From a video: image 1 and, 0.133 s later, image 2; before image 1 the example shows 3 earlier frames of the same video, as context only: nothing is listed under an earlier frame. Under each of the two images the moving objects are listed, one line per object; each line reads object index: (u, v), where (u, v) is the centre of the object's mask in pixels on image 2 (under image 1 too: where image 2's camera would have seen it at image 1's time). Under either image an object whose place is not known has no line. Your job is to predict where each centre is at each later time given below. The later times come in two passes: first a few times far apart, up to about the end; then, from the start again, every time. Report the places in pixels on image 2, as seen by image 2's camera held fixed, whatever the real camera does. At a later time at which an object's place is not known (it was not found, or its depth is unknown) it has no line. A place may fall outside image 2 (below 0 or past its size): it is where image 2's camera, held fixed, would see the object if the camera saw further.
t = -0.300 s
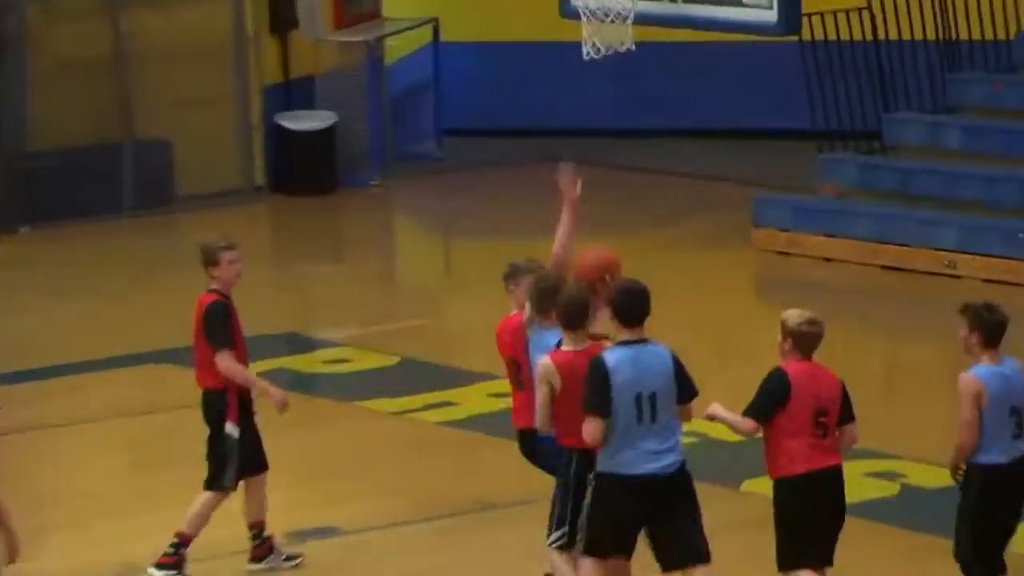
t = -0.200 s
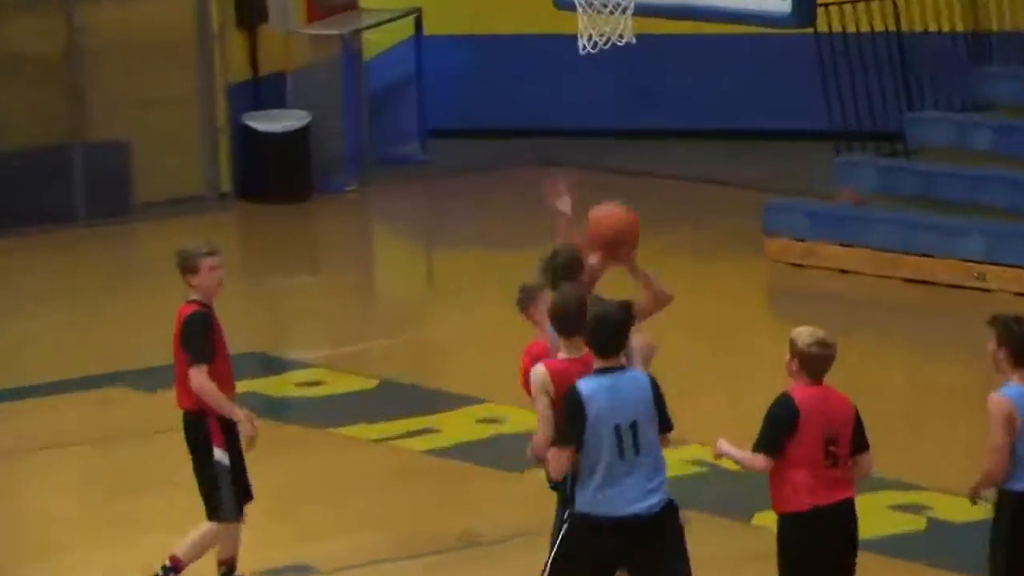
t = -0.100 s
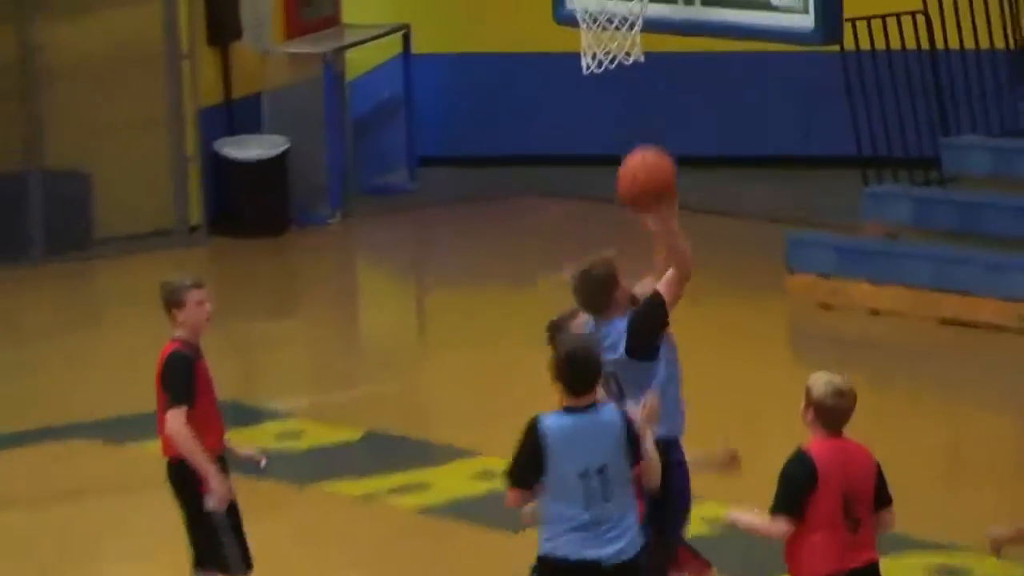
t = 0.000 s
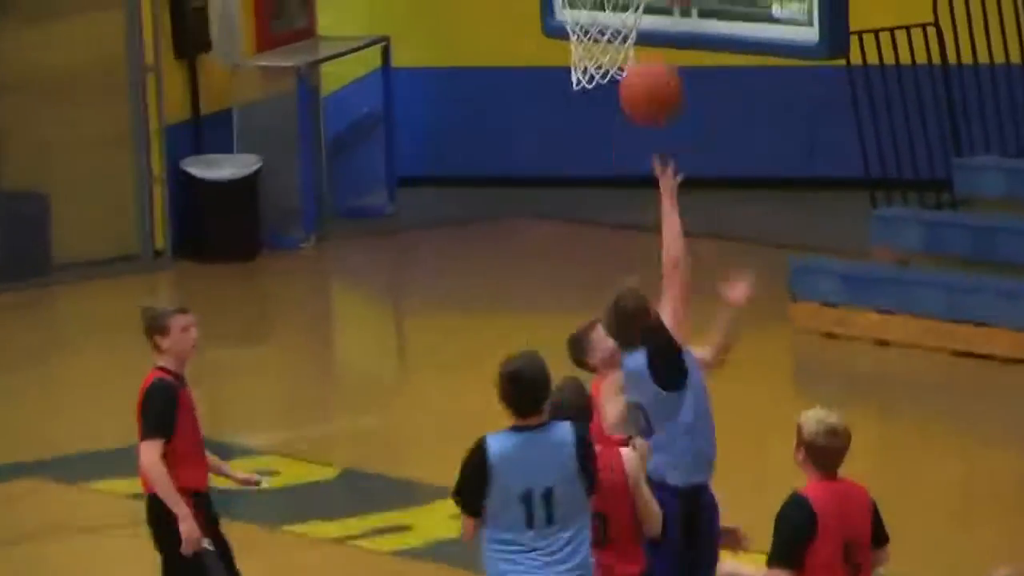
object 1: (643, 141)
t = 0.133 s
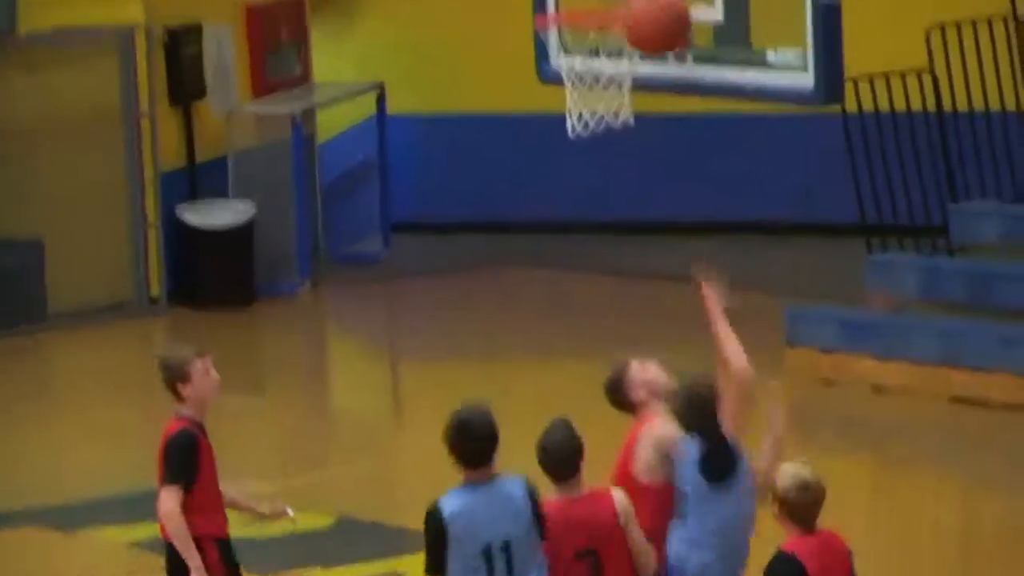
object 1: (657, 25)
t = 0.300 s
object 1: (667, -49)
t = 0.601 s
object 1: (581, 18)
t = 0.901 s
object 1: (626, 115)
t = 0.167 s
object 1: (655, 4)
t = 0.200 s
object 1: (658, -15)
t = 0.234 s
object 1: (662, -28)
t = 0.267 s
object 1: (665, -41)
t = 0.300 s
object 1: (667, -49)
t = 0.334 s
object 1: (668, -53)
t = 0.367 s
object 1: (667, -54)
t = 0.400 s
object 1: (650, -51)
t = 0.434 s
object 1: (631, -43)
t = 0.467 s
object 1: (612, -33)
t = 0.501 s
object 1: (594, -21)
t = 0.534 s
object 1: (576, -4)
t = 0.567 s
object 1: (567, 10)
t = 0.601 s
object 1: (581, 18)
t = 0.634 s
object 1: (596, 30)
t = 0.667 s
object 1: (613, 46)
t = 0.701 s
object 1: (621, 49)
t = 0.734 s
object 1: (623, 55)
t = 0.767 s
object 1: (627, 62)
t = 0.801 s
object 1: (629, 77)
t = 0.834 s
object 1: (629, 87)
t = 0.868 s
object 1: (629, 99)
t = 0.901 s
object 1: (626, 115)
